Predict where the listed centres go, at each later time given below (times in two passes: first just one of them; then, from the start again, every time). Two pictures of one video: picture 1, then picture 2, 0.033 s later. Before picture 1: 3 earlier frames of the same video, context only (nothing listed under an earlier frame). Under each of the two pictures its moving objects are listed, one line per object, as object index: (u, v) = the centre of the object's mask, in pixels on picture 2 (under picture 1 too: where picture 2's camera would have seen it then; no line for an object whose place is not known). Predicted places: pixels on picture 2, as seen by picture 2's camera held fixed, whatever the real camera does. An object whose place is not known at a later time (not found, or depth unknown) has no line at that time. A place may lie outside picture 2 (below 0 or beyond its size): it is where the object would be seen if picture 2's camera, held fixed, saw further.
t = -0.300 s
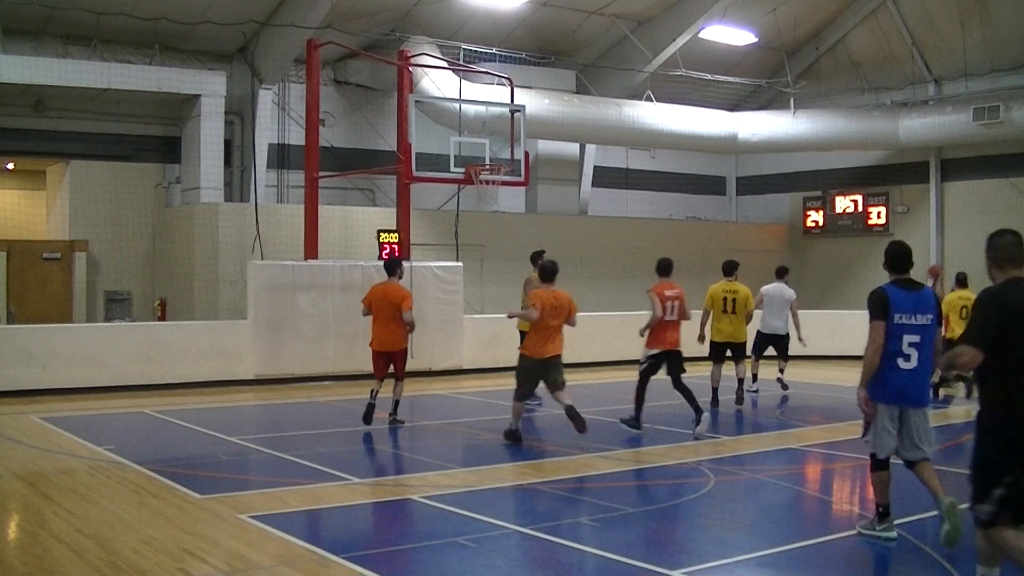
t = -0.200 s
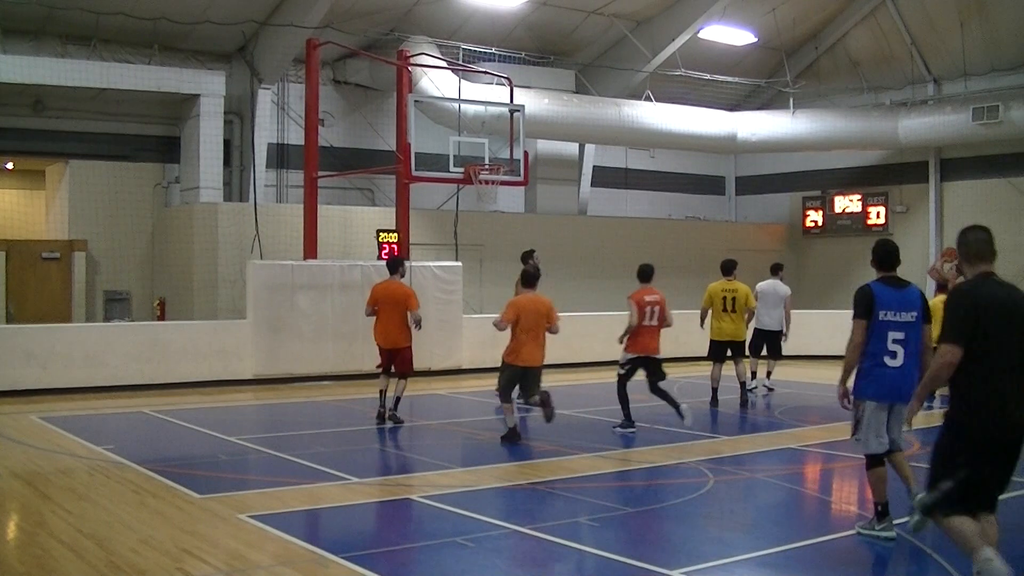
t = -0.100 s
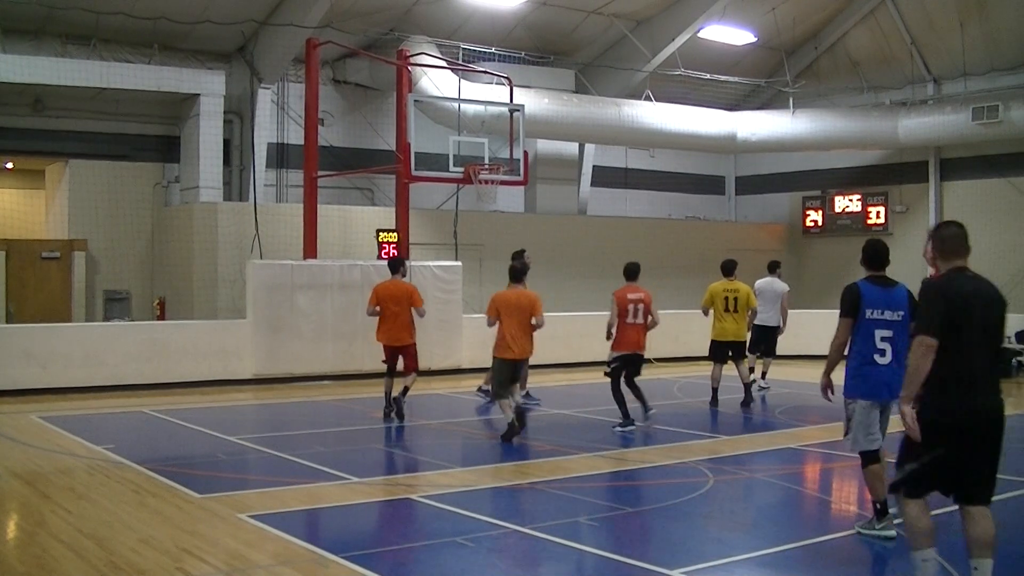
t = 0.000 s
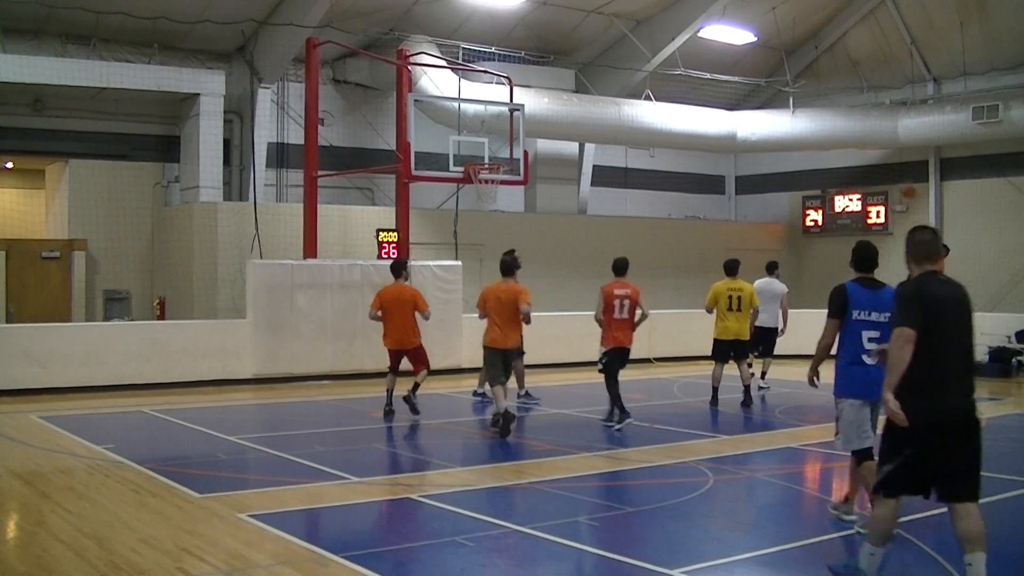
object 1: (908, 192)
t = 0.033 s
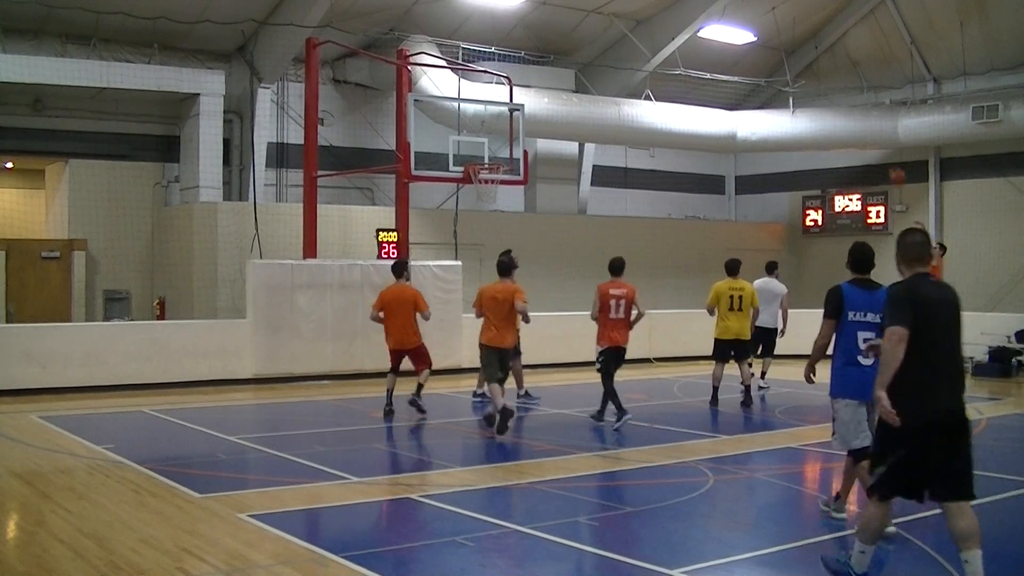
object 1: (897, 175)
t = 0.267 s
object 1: (824, 105)
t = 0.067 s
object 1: (887, 163)
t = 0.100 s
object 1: (877, 153)
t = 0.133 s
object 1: (866, 142)
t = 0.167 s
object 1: (855, 131)
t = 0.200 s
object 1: (845, 121)
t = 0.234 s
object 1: (834, 112)
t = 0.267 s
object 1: (824, 105)
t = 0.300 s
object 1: (812, 97)
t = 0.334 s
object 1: (802, 91)
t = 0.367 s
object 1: (792, 84)
